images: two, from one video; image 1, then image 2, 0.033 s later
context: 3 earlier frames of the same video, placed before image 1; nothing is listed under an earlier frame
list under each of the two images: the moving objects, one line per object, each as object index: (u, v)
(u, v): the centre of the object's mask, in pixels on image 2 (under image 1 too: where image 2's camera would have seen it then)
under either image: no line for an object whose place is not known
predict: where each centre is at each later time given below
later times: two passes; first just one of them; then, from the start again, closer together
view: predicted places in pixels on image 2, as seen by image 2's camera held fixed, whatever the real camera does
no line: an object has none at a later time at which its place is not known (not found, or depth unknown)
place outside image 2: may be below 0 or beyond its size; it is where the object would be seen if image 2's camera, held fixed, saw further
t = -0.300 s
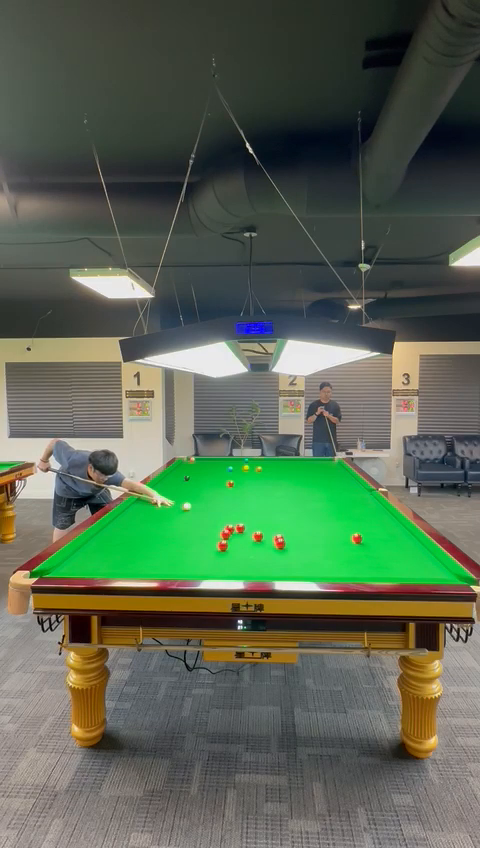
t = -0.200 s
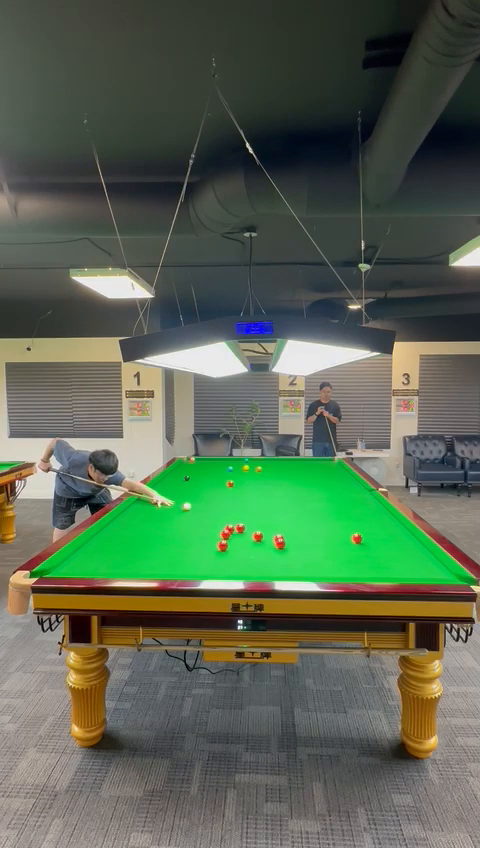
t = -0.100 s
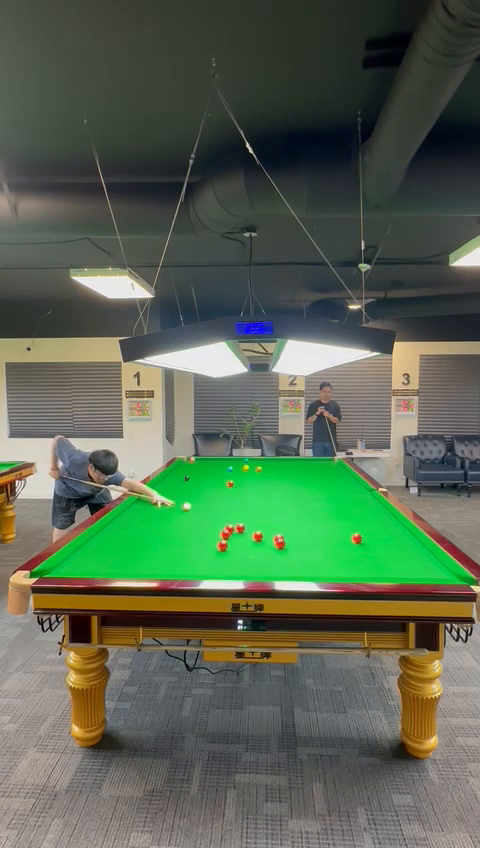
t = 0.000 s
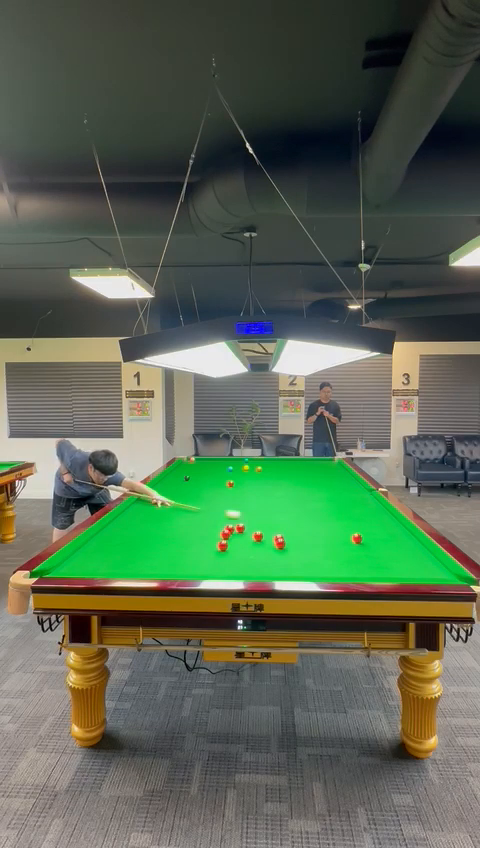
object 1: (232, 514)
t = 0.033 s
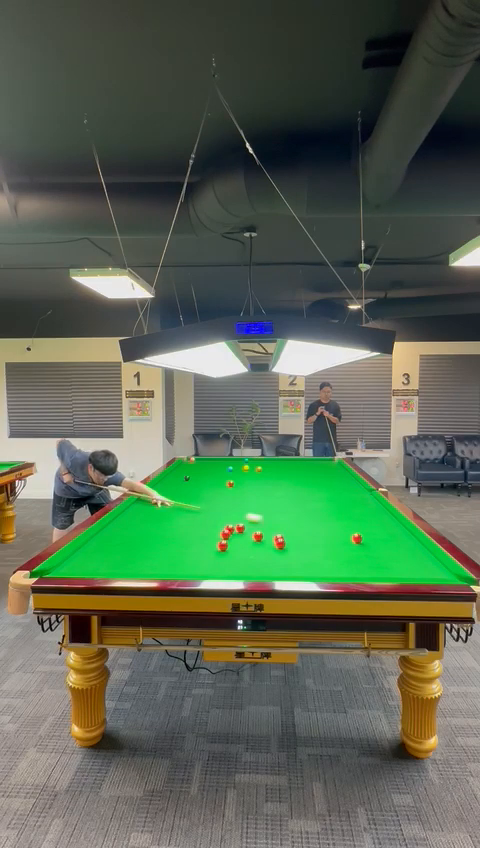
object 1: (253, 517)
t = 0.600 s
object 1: (342, 518)
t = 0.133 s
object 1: (322, 530)
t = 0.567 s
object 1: (349, 519)
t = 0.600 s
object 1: (342, 518)
